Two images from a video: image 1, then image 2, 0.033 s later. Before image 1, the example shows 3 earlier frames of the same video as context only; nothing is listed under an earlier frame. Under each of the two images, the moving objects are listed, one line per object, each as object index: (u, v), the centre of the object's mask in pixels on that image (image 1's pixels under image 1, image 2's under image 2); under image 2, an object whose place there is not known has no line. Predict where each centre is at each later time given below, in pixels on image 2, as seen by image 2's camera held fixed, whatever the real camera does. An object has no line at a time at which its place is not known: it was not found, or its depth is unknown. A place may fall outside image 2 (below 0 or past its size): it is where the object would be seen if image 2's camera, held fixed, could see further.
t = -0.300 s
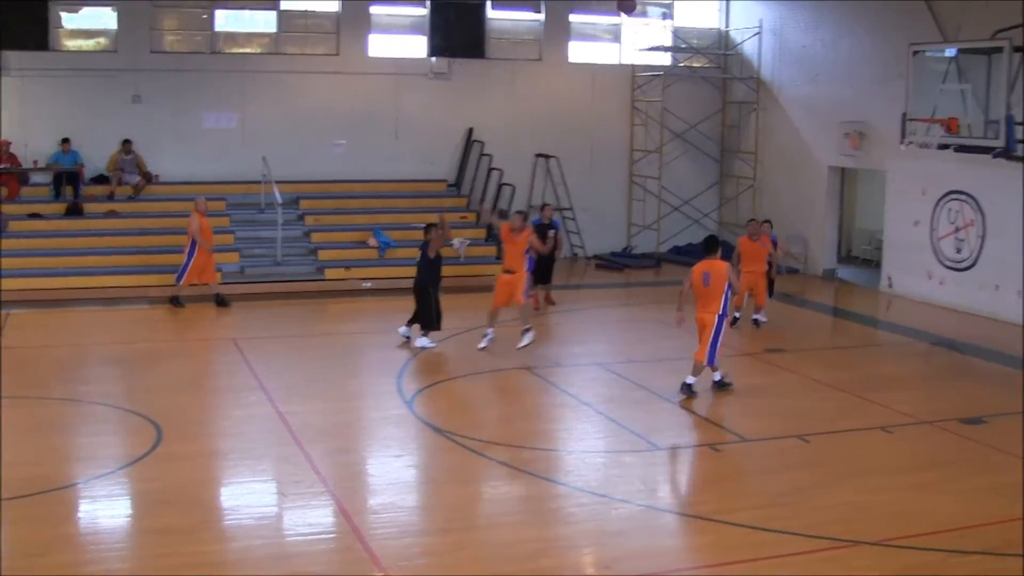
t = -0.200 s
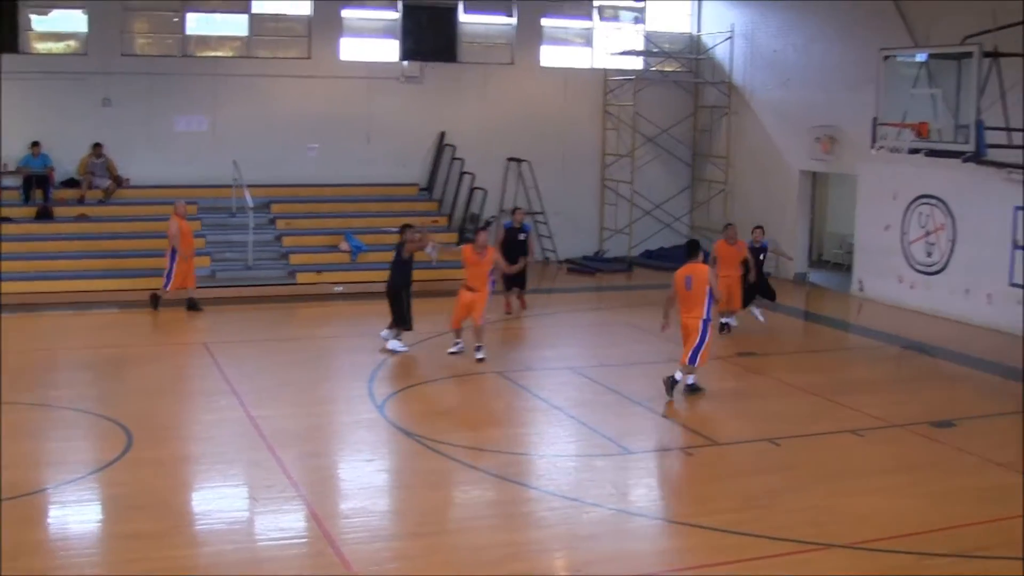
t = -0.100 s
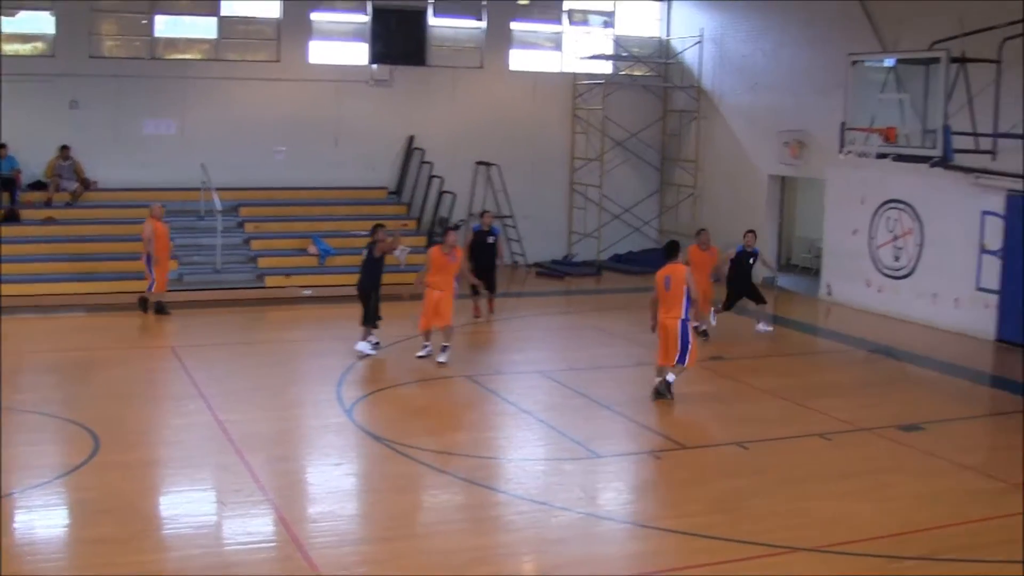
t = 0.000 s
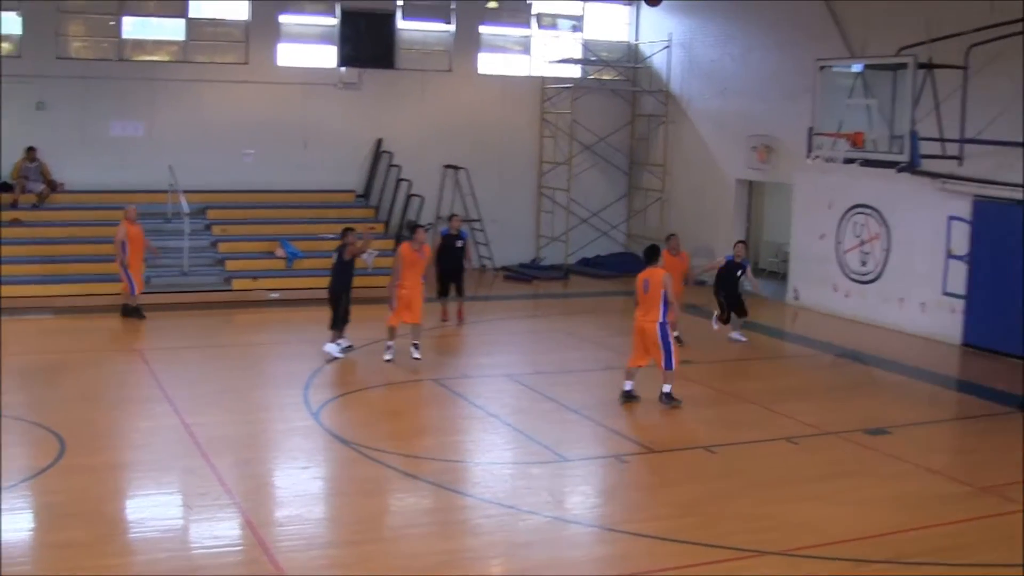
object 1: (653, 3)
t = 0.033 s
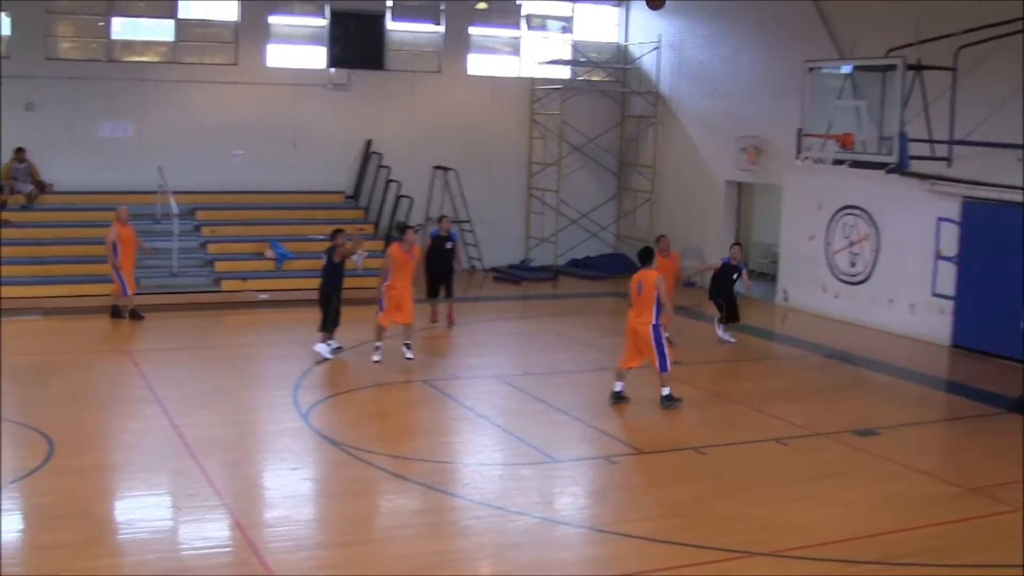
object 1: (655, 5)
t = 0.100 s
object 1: (675, 9)
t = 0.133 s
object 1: (685, 15)
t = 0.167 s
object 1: (695, 22)
